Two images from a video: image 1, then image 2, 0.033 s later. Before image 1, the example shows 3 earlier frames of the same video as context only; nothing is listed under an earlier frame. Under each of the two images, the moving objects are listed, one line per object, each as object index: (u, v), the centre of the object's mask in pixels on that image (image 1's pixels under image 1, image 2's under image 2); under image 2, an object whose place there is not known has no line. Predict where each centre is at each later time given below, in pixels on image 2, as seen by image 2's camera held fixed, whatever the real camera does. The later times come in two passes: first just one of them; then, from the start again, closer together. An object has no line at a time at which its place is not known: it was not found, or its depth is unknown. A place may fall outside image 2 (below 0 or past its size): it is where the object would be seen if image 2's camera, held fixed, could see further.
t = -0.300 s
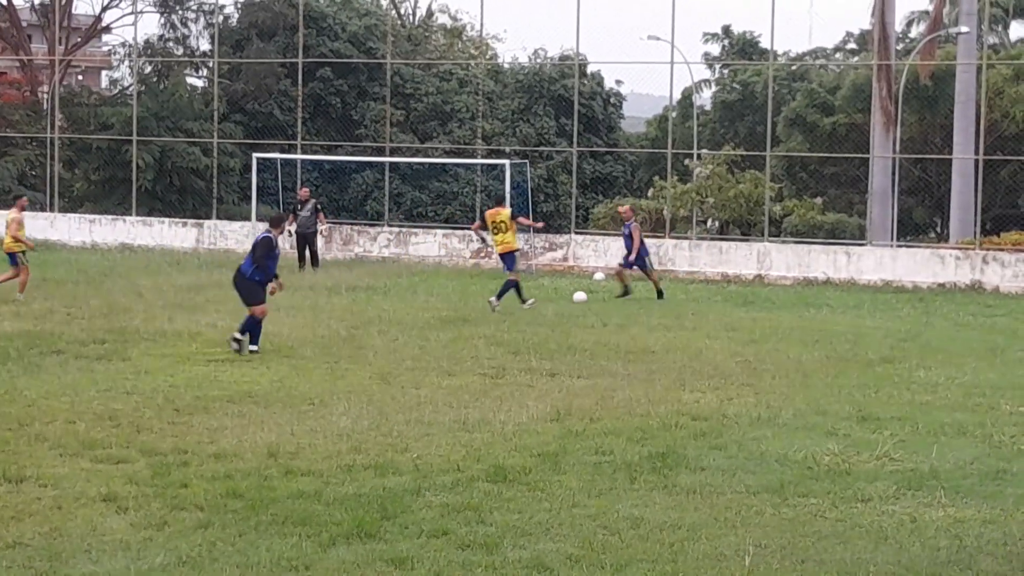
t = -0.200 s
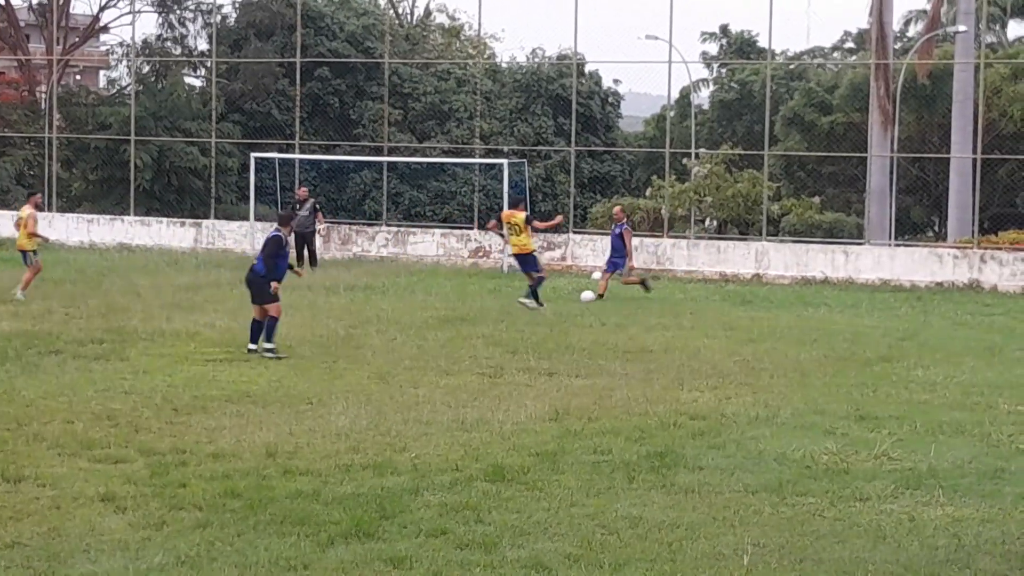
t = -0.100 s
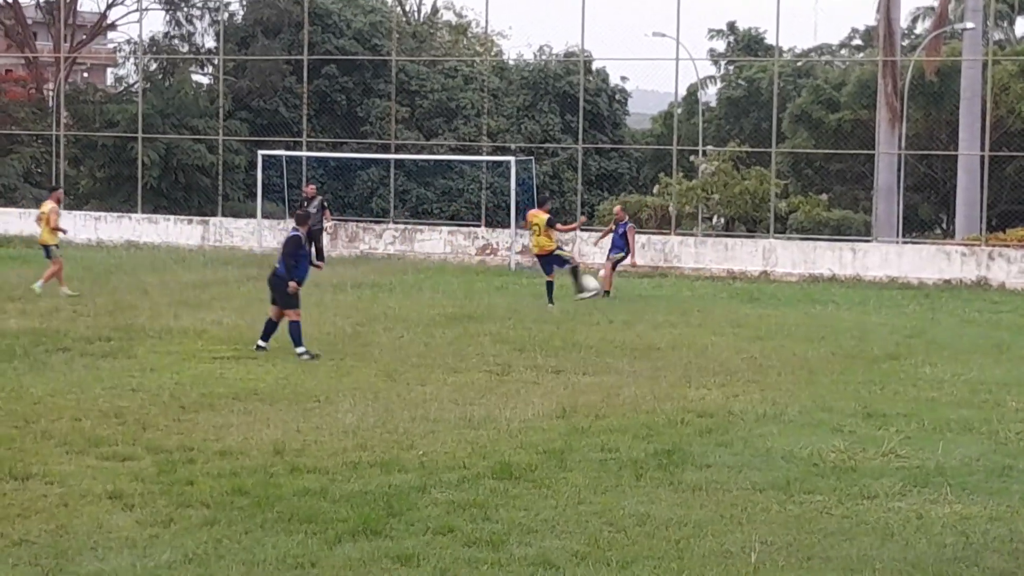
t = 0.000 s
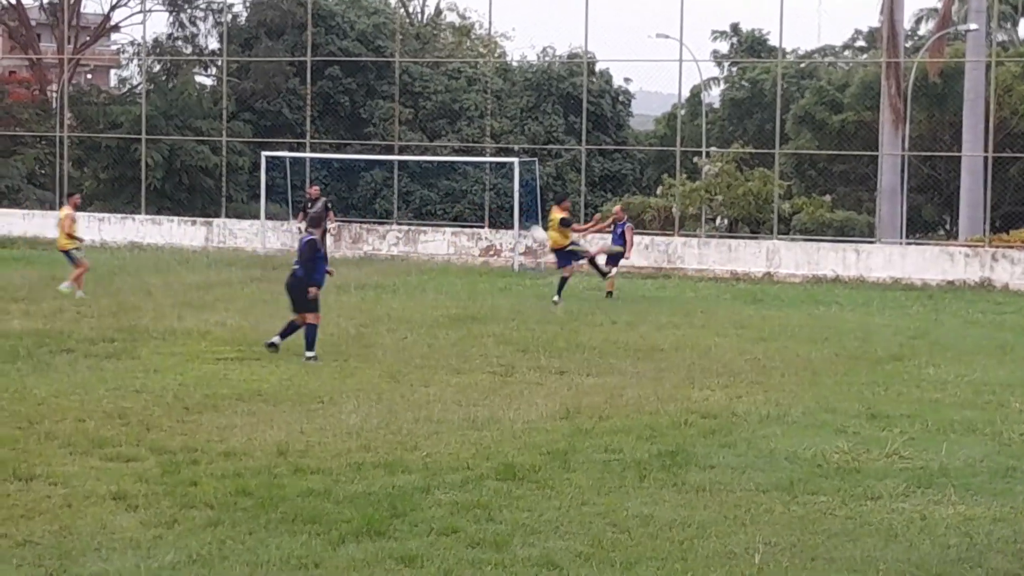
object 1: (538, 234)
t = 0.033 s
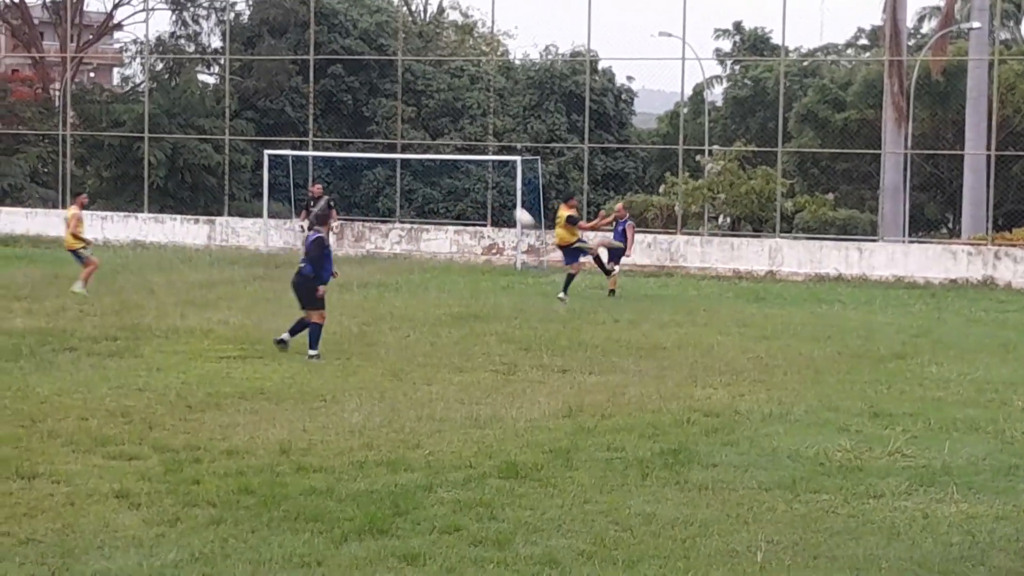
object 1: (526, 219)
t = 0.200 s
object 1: (430, 144)
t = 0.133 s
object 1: (468, 172)
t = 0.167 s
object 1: (450, 158)
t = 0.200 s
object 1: (430, 144)
